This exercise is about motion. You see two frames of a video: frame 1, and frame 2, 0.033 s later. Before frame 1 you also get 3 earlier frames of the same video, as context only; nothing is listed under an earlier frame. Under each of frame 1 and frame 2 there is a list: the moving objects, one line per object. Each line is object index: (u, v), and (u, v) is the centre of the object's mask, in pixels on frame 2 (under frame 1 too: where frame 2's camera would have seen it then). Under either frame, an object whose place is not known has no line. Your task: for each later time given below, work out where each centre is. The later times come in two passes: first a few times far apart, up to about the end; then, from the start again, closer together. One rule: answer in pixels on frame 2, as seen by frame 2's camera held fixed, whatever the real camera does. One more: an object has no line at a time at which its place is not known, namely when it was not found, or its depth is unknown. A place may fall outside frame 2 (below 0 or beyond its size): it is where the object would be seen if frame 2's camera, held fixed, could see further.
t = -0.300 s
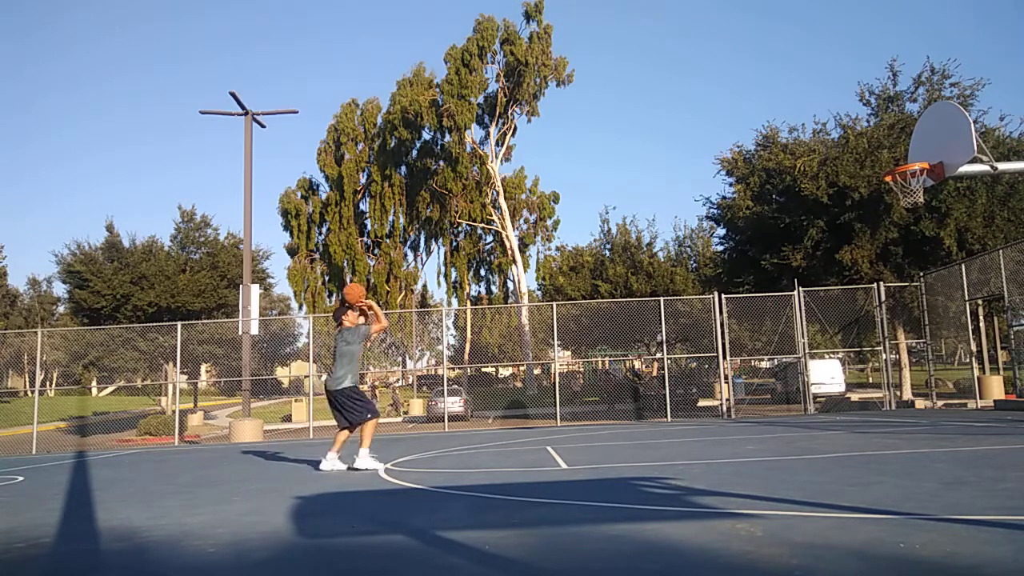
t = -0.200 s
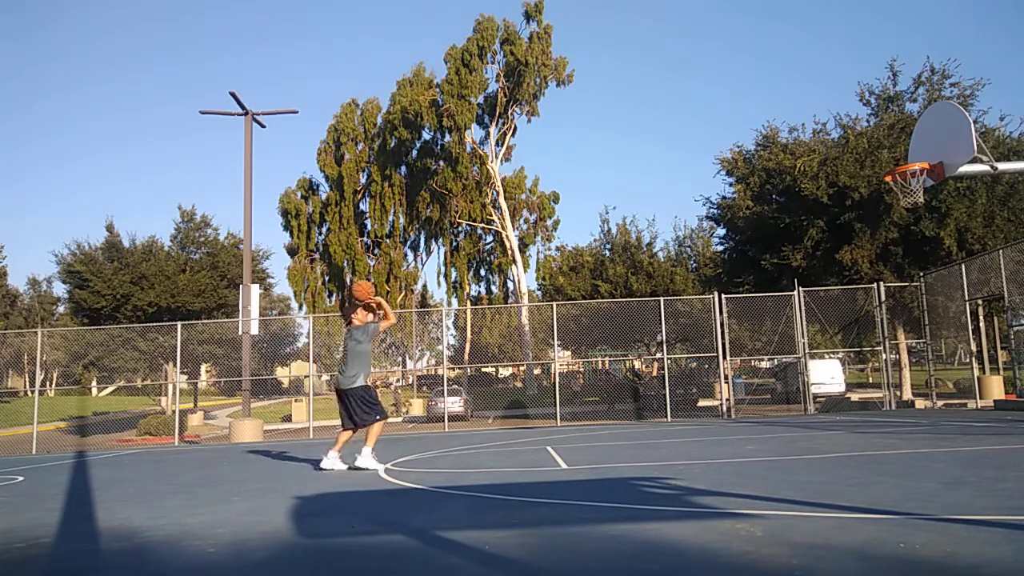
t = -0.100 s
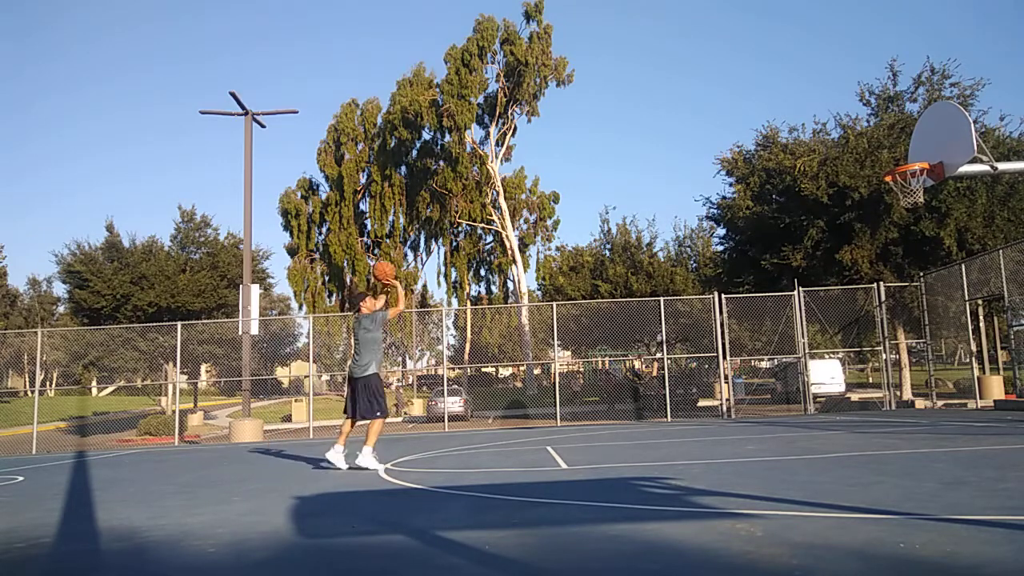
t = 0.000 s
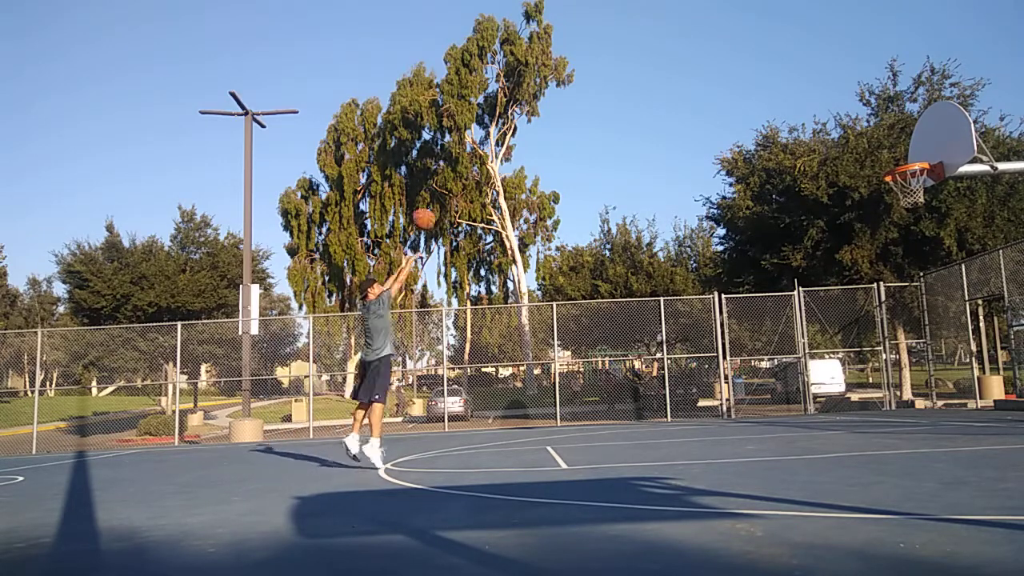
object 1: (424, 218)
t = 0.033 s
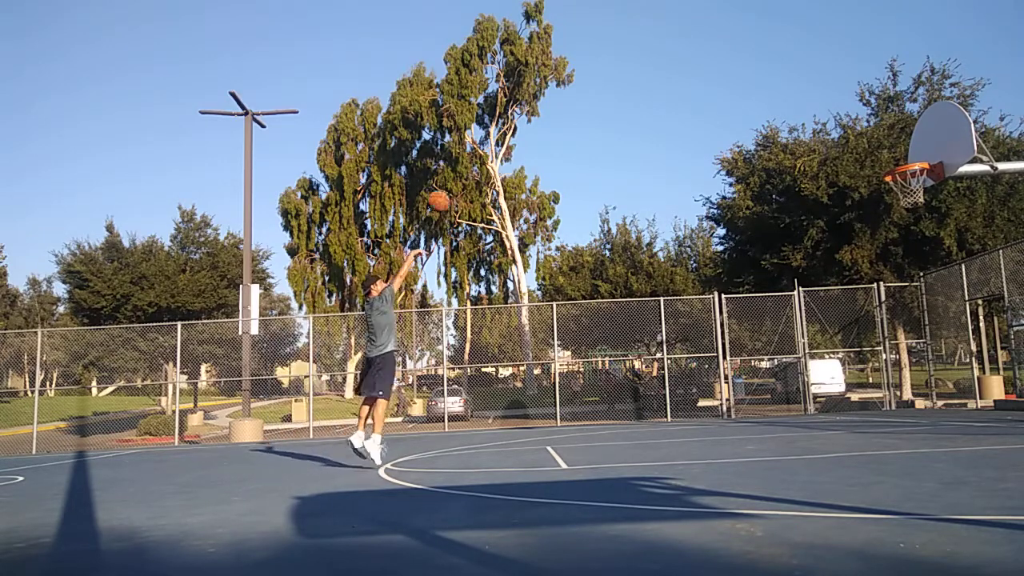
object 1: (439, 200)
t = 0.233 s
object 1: (525, 115)
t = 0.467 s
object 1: (621, 62)
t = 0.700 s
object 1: (718, 53)
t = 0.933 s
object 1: (814, 88)
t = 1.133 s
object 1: (902, 153)
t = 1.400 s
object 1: (895, 132)
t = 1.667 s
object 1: (869, 137)
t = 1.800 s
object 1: (860, 155)
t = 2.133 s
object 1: (839, 264)
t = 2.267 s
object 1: (834, 327)
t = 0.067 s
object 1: (453, 184)
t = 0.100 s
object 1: (468, 168)
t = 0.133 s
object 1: (482, 154)
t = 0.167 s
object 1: (496, 140)
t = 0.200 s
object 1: (511, 128)
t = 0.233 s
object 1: (525, 115)
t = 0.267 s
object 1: (539, 106)
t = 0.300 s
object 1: (553, 96)
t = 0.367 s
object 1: (580, 80)
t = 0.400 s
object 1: (594, 73)
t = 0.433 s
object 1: (608, 67)
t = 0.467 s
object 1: (621, 62)
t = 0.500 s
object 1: (635, 58)
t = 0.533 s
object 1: (649, 55)
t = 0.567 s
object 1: (662, 53)
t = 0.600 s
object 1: (676, 50)
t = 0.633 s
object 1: (690, 51)
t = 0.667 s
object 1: (704, 51)
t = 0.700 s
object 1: (718, 53)
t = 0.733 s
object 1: (731, 55)
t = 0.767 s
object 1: (745, 59)
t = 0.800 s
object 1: (758, 62)
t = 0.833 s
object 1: (773, 67)
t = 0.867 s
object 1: (786, 73)
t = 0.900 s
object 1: (800, 80)
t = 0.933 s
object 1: (814, 88)
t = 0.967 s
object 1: (828, 97)
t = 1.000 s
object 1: (842, 106)
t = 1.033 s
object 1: (857, 116)
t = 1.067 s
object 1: (872, 127)
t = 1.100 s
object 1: (888, 139)
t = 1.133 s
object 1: (902, 153)
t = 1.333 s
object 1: (904, 141)
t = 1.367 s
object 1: (899, 134)
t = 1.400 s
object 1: (895, 132)
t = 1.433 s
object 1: (892, 130)
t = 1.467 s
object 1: (889, 129)
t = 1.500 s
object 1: (885, 128)
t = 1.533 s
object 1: (882, 128)
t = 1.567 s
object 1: (880, 129)
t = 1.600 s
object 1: (877, 131)
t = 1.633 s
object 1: (873, 134)
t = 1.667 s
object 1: (869, 137)
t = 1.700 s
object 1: (866, 140)
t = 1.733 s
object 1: (864, 144)
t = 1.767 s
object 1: (861, 149)
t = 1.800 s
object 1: (860, 155)
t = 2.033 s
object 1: (842, 225)
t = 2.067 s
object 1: (841, 238)
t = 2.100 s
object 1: (840, 251)
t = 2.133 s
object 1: (839, 264)
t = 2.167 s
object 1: (837, 278)
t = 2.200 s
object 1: (836, 295)
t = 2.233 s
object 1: (835, 311)
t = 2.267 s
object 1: (834, 327)
